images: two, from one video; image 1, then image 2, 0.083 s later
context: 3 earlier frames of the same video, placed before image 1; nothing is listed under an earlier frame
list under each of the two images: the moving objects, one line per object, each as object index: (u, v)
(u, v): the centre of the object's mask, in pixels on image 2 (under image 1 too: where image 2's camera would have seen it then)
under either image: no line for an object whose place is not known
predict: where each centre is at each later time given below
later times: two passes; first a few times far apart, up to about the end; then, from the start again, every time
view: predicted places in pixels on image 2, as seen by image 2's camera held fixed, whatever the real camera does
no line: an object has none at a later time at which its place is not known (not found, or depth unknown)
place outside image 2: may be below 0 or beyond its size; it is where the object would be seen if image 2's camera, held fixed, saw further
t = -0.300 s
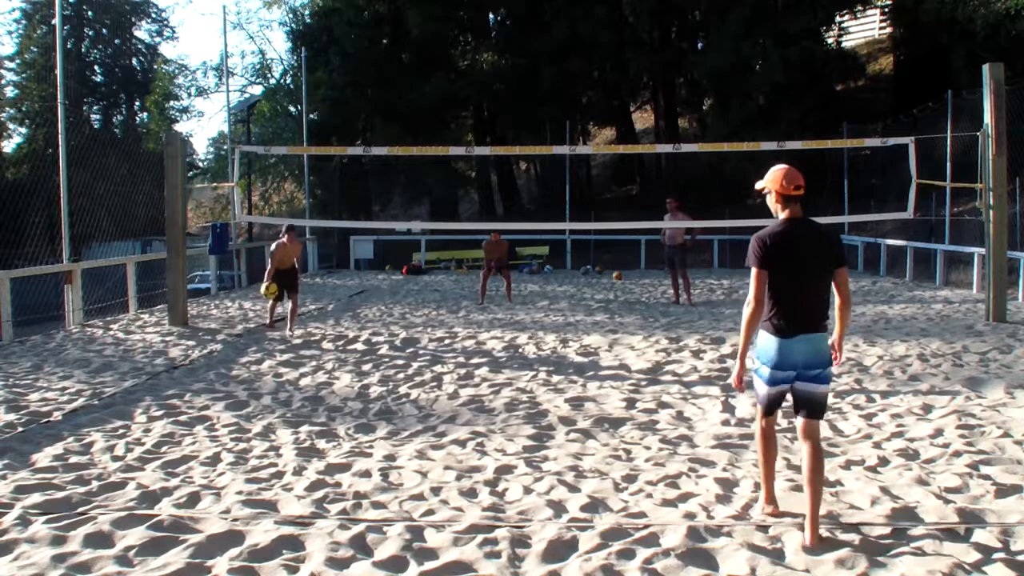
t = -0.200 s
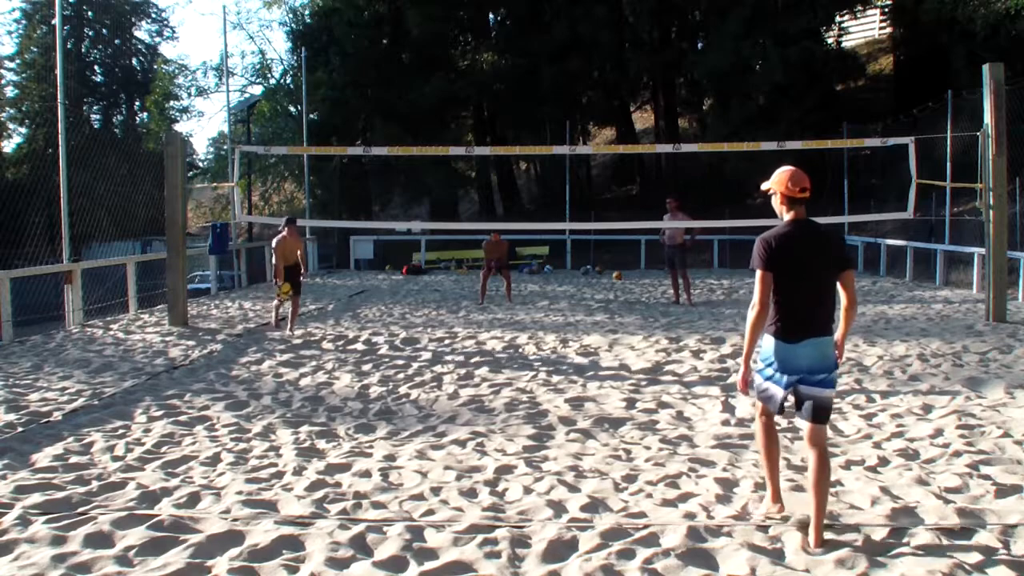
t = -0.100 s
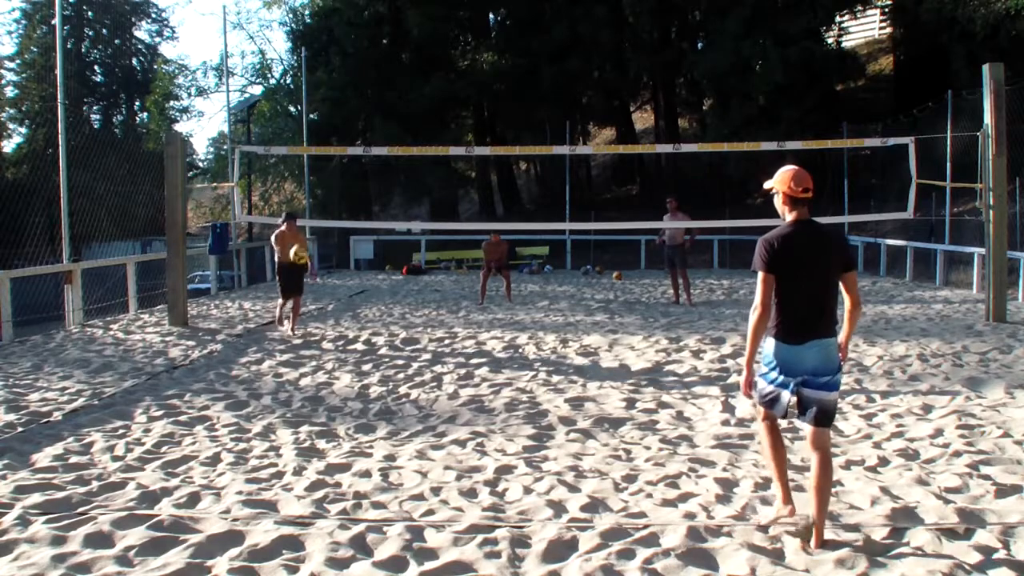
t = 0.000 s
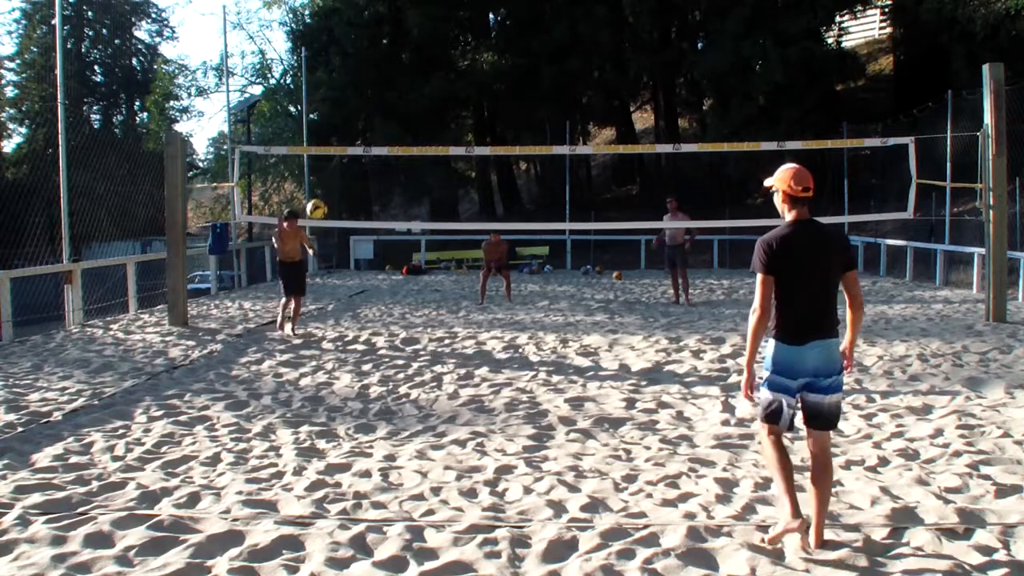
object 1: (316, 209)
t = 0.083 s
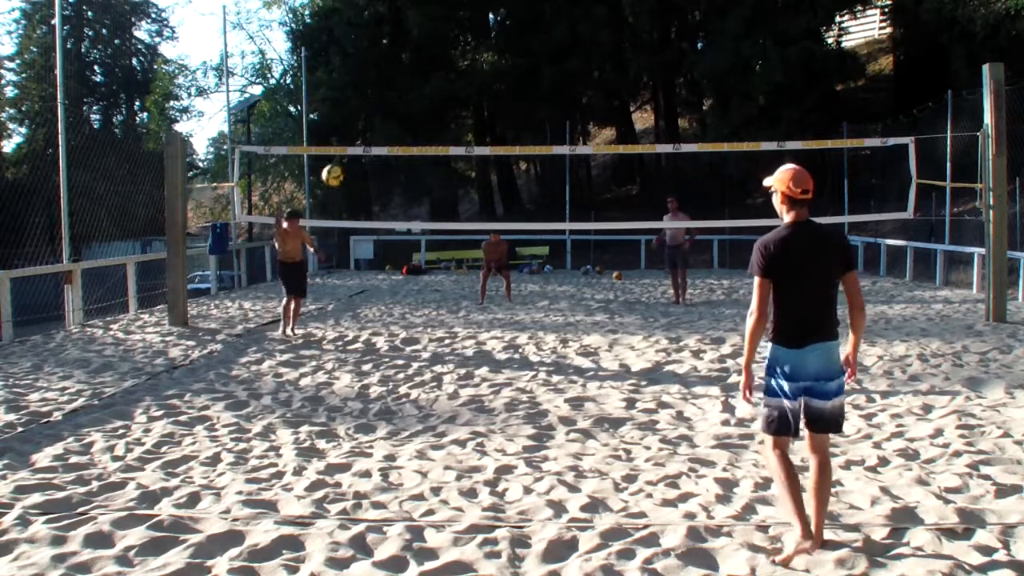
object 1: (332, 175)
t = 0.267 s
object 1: (372, 115)
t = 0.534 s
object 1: (444, 75)
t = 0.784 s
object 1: (541, 127)
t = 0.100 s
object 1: (336, 169)
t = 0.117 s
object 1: (339, 163)
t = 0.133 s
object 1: (342, 157)
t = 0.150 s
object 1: (346, 151)
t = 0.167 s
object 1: (349, 144)
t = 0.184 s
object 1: (353, 138)
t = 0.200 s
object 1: (357, 134)
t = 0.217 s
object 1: (361, 128)
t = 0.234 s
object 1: (364, 124)
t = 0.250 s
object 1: (368, 119)
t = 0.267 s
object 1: (372, 115)
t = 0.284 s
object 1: (376, 110)
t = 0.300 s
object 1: (380, 106)
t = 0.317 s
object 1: (384, 102)
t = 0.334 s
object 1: (388, 98)
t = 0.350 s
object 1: (392, 95)
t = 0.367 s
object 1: (396, 92)
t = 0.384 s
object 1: (401, 89)
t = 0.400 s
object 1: (405, 86)
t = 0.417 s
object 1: (410, 84)
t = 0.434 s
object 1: (415, 81)
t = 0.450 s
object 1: (419, 80)
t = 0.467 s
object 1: (424, 78)
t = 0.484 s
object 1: (429, 77)
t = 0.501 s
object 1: (434, 76)
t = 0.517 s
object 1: (439, 76)
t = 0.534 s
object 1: (444, 75)
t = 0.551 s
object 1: (450, 75)
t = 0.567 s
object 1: (455, 76)
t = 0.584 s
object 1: (461, 77)
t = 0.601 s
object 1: (466, 78)
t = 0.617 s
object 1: (472, 80)
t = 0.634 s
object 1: (478, 82)
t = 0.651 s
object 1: (485, 85)
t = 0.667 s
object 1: (491, 88)
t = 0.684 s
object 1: (498, 92)
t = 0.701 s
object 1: (505, 96)
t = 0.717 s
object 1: (512, 101)
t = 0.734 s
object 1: (519, 107)
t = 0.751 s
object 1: (526, 113)
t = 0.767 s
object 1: (534, 119)
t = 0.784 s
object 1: (541, 127)
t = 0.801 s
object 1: (549, 134)
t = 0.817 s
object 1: (558, 144)
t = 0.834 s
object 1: (566, 154)
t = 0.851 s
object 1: (575, 165)
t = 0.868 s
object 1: (583, 175)
